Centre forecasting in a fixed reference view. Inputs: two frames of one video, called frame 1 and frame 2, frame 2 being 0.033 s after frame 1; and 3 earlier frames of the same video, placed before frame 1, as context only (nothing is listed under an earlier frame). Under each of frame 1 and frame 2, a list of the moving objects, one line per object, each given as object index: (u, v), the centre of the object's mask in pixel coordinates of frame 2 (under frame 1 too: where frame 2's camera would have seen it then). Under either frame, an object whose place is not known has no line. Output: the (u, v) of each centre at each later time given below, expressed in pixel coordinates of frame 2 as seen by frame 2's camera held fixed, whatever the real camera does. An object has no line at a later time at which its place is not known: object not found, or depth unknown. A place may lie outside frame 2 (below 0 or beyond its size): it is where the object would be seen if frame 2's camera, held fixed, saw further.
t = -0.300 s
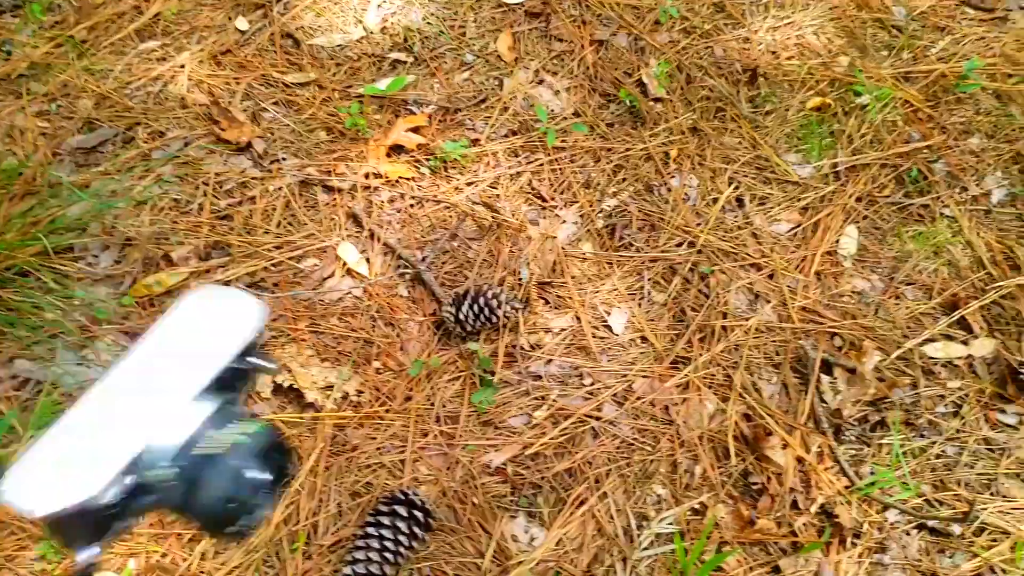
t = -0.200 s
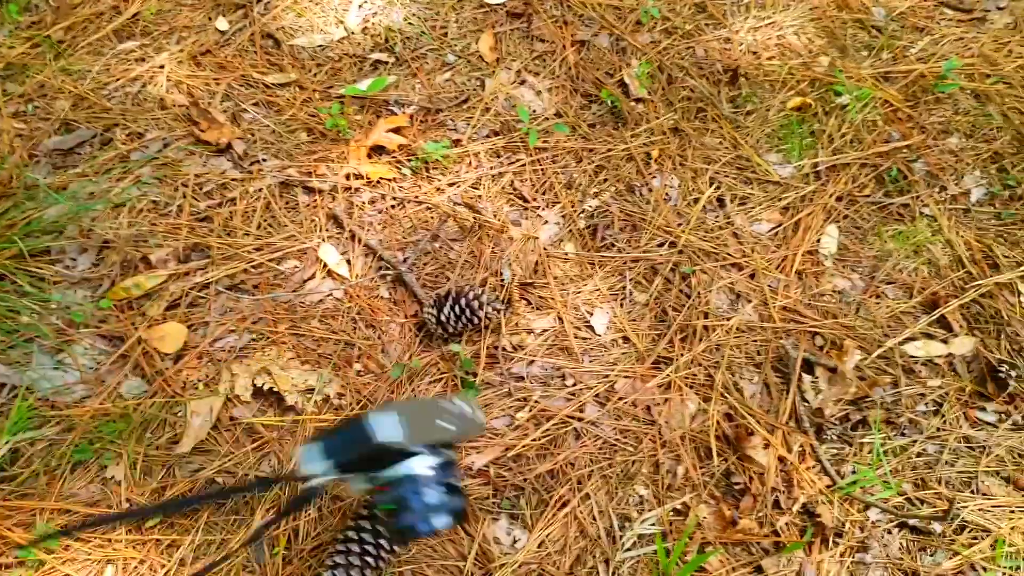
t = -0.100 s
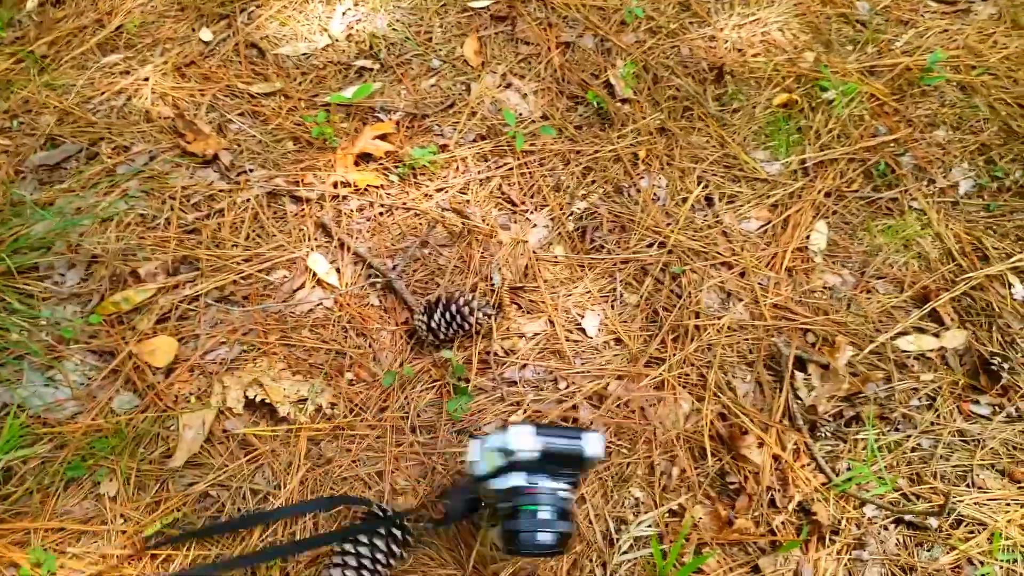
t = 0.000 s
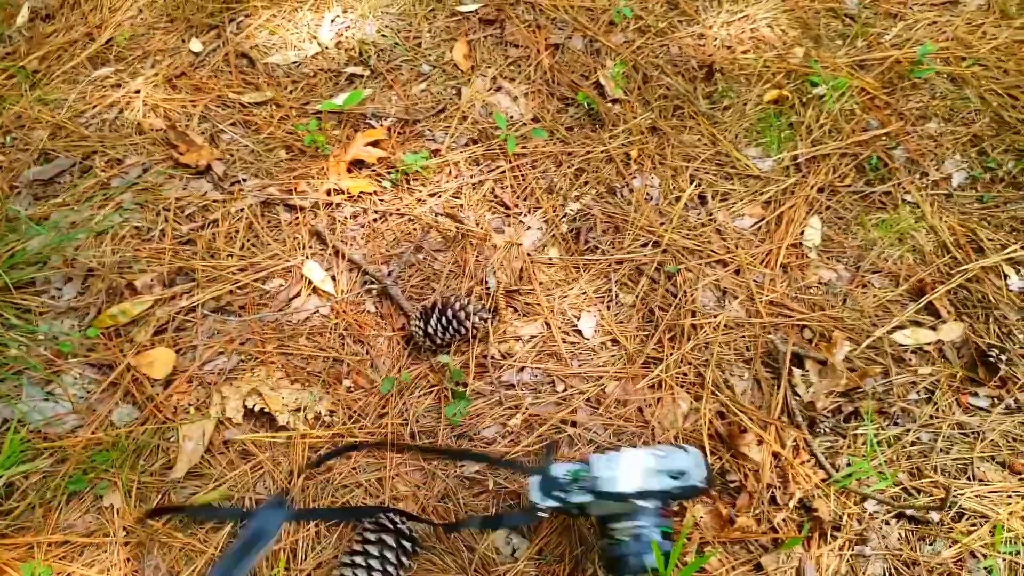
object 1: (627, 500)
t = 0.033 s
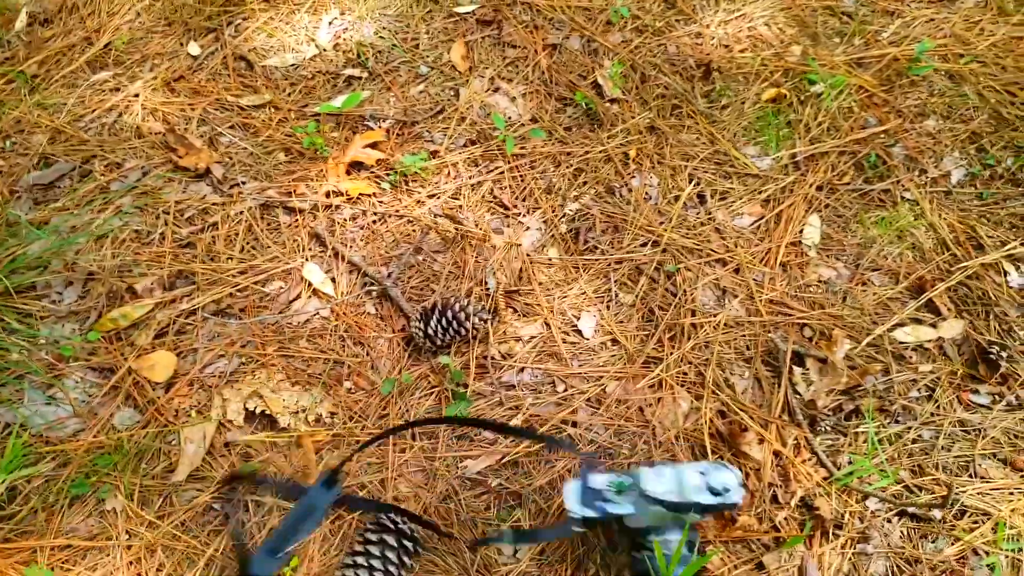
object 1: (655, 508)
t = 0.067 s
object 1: (681, 524)
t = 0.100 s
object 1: (684, 522)
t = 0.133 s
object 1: (677, 529)
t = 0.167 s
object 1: (686, 520)
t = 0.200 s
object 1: (680, 526)
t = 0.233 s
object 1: (678, 521)
